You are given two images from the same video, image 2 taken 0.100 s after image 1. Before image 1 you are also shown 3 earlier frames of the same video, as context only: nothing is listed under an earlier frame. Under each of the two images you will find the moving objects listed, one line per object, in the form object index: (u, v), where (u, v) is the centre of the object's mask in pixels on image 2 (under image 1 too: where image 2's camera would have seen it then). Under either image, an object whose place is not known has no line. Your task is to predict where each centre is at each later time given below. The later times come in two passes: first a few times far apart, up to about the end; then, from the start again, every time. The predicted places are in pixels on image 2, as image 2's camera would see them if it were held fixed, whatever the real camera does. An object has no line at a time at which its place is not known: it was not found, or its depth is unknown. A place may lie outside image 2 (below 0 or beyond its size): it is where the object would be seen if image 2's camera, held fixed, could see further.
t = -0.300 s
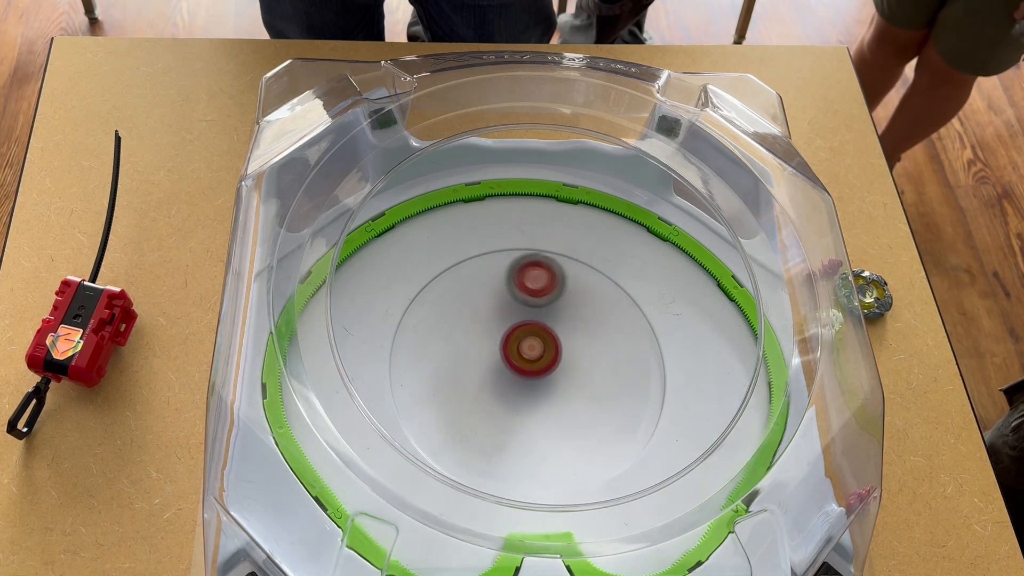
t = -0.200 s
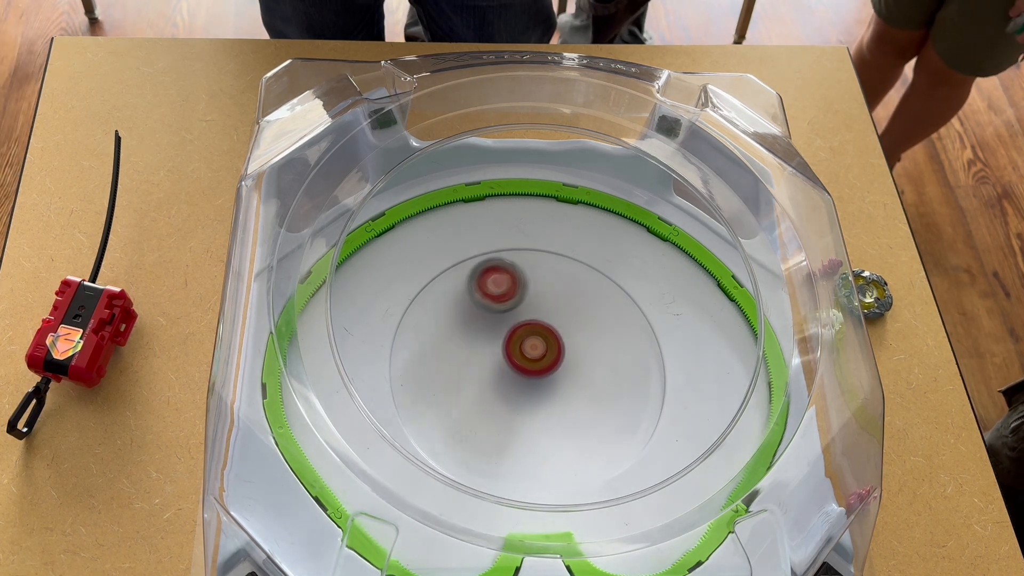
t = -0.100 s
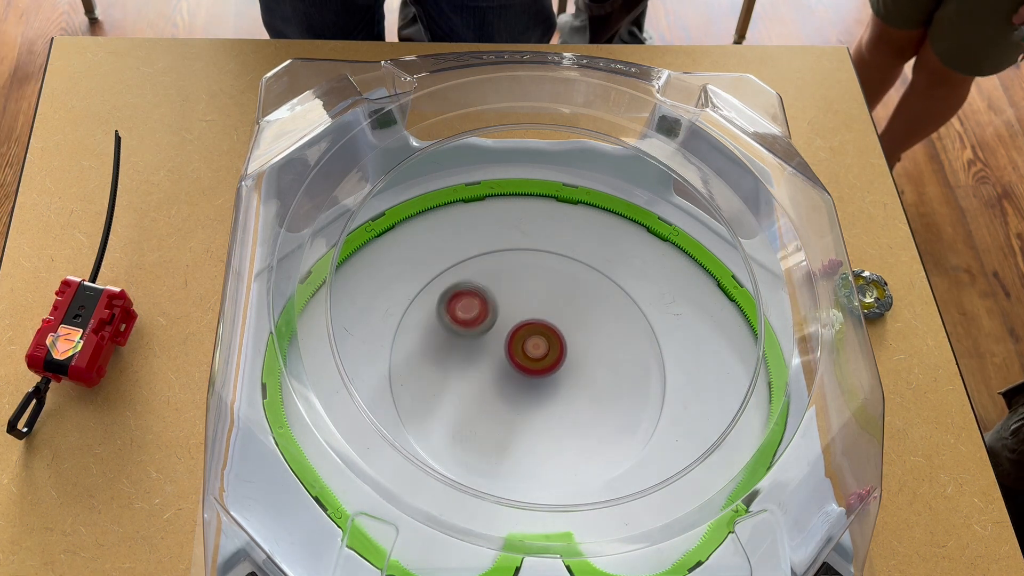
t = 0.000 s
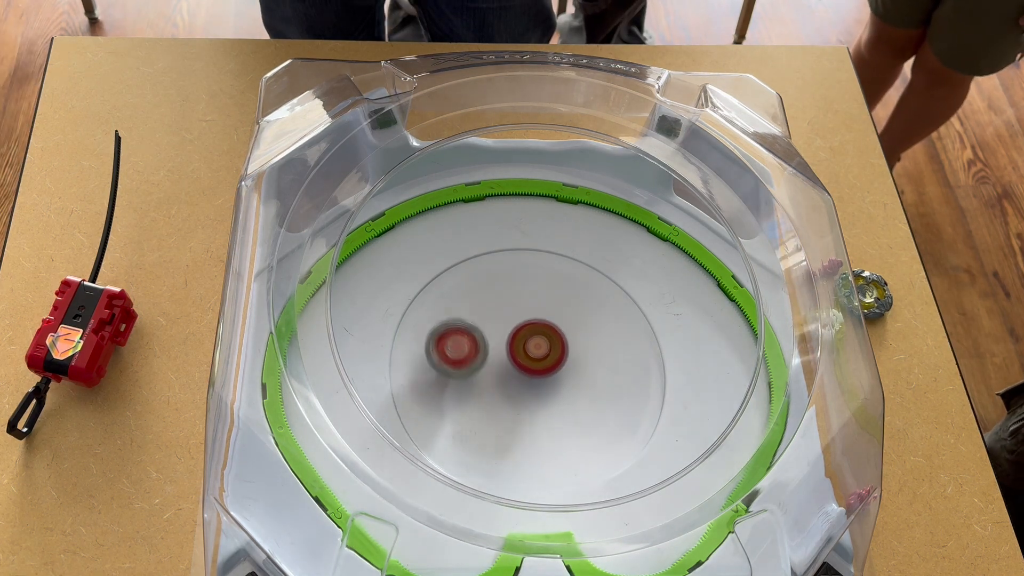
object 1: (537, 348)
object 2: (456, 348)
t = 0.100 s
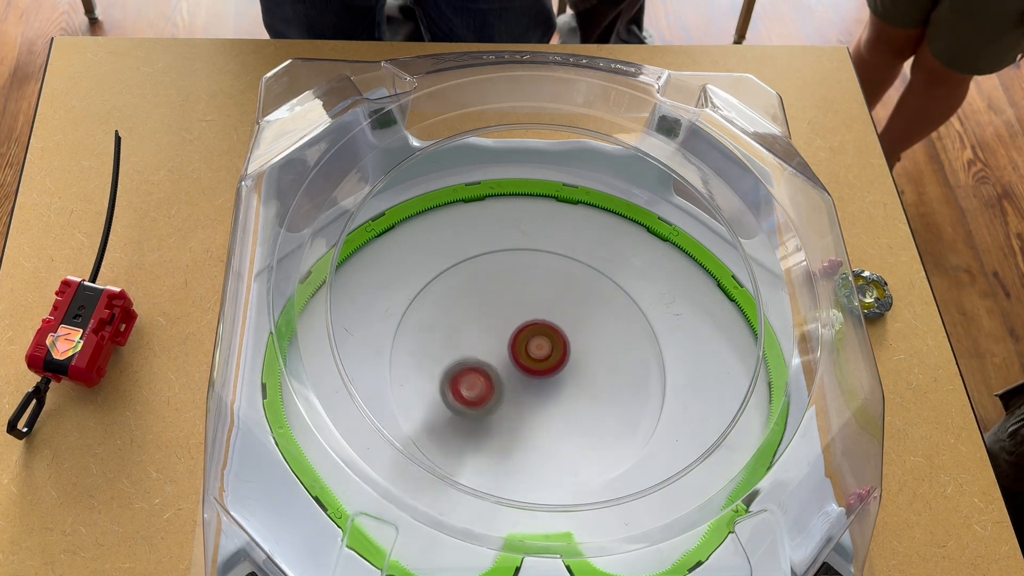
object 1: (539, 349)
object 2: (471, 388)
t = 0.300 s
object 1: (543, 351)
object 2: (550, 427)
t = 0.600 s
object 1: (546, 356)
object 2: (616, 348)
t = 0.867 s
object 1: (546, 360)
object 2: (529, 290)
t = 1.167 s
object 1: (541, 364)
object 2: (455, 364)
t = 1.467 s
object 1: (534, 367)
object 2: (551, 429)
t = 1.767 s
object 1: (529, 366)
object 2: (603, 332)
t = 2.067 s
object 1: (522, 361)
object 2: (511, 281)
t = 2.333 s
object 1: (538, 364)
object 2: (438, 352)
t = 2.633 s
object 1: (546, 351)
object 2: (503, 426)
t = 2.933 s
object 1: (536, 323)
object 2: (619, 398)
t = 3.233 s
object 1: (528, 334)
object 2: (604, 321)
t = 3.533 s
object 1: (422, 380)
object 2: (611, 295)
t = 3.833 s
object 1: (474, 427)
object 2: (551, 375)
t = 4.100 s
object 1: (490, 425)
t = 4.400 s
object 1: (508, 401)
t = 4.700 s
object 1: (484, 470)
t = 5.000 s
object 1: (572, 391)
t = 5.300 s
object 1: (565, 315)
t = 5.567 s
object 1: (547, 277)
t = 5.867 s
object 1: (535, 275)
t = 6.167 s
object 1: (530, 306)
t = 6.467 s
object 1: (529, 357)
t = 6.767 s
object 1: (531, 401)
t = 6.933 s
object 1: (532, 414)
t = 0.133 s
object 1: (540, 349)
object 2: (481, 400)
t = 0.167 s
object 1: (540, 349)
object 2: (492, 409)
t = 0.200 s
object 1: (541, 350)
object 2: (506, 417)
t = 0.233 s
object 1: (541, 350)
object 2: (521, 423)
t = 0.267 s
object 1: (542, 351)
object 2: (536, 427)
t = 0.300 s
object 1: (543, 351)
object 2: (550, 427)
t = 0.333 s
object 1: (543, 352)
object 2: (564, 426)
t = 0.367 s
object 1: (544, 352)
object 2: (577, 421)
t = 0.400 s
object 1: (544, 352)
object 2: (589, 415)
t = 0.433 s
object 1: (544, 353)
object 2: (599, 407)
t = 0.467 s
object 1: (545, 354)
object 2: (607, 397)
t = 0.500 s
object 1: (545, 354)
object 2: (613, 386)
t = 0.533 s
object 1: (545, 355)
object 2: (616, 373)
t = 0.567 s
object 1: (545, 355)
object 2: (617, 360)
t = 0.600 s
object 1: (546, 356)
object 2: (616, 348)
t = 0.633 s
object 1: (546, 356)
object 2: (611, 336)
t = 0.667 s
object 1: (546, 356)
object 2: (604, 324)
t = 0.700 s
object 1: (546, 357)
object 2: (595, 314)
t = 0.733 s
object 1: (546, 358)
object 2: (584, 304)
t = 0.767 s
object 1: (546, 358)
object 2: (571, 298)
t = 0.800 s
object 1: (546, 359)
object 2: (558, 293)
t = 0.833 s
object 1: (546, 360)
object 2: (544, 290)
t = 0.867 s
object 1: (546, 360)
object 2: (529, 290)
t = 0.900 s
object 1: (545, 361)
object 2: (516, 291)
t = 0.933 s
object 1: (545, 361)
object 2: (502, 296)
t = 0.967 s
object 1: (545, 362)
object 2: (490, 301)
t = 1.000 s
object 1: (544, 362)
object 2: (480, 308)
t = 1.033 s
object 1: (544, 362)
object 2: (471, 317)
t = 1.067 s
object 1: (543, 363)
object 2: (464, 328)
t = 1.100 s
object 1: (542, 363)
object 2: (459, 339)
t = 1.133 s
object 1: (542, 363)
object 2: (456, 351)
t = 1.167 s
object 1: (541, 364)
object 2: (455, 364)
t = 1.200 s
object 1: (540, 365)
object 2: (458, 375)
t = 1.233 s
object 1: (540, 365)
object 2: (462, 387)
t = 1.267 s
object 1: (539, 365)
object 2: (469, 398)
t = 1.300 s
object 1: (538, 365)
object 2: (479, 410)
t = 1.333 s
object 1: (537, 366)
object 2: (490, 418)
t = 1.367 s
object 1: (536, 366)
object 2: (504, 424)
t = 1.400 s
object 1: (536, 366)
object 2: (518, 429)
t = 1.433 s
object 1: (535, 367)
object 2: (535, 430)
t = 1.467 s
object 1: (534, 367)
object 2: (551, 429)
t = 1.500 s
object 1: (533, 367)
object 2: (565, 425)
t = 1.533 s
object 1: (533, 367)
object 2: (577, 417)
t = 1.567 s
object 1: (532, 367)
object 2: (588, 408)
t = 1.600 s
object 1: (531, 367)
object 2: (596, 396)
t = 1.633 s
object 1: (531, 367)
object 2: (602, 384)
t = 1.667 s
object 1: (530, 367)
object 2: (606, 372)
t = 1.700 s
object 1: (530, 366)
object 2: (607, 358)
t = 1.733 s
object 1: (529, 366)
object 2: (606, 345)
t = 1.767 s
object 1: (529, 366)
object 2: (603, 332)
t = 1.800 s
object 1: (528, 365)
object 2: (598, 321)
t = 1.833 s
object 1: (527, 365)
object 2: (591, 310)
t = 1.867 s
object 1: (526, 364)
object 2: (582, 301)
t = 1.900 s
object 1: (526, 364)
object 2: (572, 293)
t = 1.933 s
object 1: (525, 363)
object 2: (561, 287)
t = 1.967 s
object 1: (524, 363)
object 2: (548, 282)
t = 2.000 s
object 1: (524, 362)
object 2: (536, 279)
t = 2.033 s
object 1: (523, 362)
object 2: (524, 279)
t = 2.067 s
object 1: (522, 361)
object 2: (511, 281)
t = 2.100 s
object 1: (522, 361)
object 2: (499, 285)
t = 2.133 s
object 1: (522, 360)
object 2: (488, 292)
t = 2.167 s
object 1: (521, 359)
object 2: (478, 301)
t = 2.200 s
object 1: (521, 358)
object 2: (470, 311)
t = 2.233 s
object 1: (521, 358)
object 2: (464, 323)
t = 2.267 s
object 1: (523, 358)
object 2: (458, 334)
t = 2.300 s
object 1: (532, 362)
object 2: (445, 342)
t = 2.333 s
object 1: (538, 364)
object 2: (438, 352)
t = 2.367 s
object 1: (541, 364)
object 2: (434, 361)
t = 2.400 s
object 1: (542, 363)
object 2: (434, 372)
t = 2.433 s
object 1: (544, 362)
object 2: (437, 383)
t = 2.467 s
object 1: (544, 360)
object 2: (441, 393)
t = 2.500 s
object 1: (545, 358)
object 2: (448, 404)
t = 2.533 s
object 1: (546, 356)
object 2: (459, 413)
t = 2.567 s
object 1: (546, 355)
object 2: (471, 420)
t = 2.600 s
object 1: (546, 353)
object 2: (486, 425)
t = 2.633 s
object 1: (546, 351)
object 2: (503, 426)
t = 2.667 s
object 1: (546, 350)
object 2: (520, 425)
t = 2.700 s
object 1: (546, 349)
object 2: (537, 421)
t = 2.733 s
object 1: (545, 348)
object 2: (552, 415)
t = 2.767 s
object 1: (545, 347)
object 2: (566, 406)
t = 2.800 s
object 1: (543, 341)
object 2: (580, 405)
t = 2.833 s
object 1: (540, 332)
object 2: (593, 408)
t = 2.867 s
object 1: (539, 327)
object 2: (604, 407)
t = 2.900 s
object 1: (537, 324)
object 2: (613, 403)
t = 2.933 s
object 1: (536, 323)
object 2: (619, 398)
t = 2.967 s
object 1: (535, 323)
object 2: (624, 392)
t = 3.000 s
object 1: (533, 324)
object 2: (629, 385)
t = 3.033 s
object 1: (532, 325)
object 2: (634, 377)
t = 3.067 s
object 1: (531, 326)
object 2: (637, 367)
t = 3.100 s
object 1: (530, 328)
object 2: (637, 357)
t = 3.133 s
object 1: (529, 329)
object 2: (633, 346)
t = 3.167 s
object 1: (529, 331)
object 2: (626, 336)
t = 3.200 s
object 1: (528, 332)
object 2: (617, 327)
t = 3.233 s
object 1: (528, 334)
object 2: (604, 321)
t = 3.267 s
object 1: (528, 335)
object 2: (590, 316)
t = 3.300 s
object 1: (504, 339)
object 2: (605, 308)
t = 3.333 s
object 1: (477, 343)
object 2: (621, 301)
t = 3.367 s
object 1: (454, 346)
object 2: (632, 296)
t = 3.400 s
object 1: (438, 351)
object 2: (636, 292)
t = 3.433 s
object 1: (427, 356)
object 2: (632, 291)
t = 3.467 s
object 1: (422, 362)
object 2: (624, 292)
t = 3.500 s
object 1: (421, 371)
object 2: (618, 293)
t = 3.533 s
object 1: (422, 380)
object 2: (611, 295)
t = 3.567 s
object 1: (424, 389)
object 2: (603, 298)
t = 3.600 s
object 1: (427, 398)
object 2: (596, 303)
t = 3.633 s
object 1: (432, 405)
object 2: (589, 310)
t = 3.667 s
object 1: (437, 412)
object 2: (581, 319)
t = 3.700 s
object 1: (444, 418)
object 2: (574, 329)
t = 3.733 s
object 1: (451, 422)
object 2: (567, 341)
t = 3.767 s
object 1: (458, 425)
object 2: (562, 352)
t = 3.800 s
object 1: (466, 427)
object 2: (556, 364)
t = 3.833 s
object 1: (474, 427)
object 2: (551, 375)
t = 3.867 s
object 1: (481, 427)
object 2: (547, 386)
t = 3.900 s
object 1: (488, 426)
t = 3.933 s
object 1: (481, 430)
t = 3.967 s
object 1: (477, 431)
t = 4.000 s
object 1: (478, 431)
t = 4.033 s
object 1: (481, 429)
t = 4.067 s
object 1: (485, 428)
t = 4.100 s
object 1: (490, 425)
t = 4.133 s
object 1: (495, 423)
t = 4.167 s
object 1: (499, 421)
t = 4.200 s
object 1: (503, 418)
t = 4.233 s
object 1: (507, 414)
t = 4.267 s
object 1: (511, 411)
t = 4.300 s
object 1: (514, 406)
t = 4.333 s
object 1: (517, 401)
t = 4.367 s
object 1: (519, 397)
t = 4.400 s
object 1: (508, 401)
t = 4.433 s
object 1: (464, 430)
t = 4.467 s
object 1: (426, 450)
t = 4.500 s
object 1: (385, 476)
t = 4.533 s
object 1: (355, 497)
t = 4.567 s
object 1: (382, 491)
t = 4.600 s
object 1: (409, 492)
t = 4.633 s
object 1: (436, 483)
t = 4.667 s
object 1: (459, 479)
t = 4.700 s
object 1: (484, 470)
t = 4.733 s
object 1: (503, 467)
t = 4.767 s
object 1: (521, 460)
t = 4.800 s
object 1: (537, 452)
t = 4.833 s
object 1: (550, 442)
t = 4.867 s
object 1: (559, 431)
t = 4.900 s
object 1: (566, 420)
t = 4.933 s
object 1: (569, 410)
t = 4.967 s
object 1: (571, 401)
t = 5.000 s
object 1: (572, 391)
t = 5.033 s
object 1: (572, 382)
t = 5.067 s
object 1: (572, 373)
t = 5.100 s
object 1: (572, 364)
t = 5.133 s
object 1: (571, 355)
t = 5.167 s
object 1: (570, 346)
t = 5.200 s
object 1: (569, 338)
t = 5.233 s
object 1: (568, 330)
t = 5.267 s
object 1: (567, 322)
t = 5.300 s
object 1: (565, 315)
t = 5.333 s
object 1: (563, 308)
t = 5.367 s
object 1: (561, 301)
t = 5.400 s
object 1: (558, 295)
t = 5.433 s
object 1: (556, 290)
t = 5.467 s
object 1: (554, 286)
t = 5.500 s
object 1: (551, 282)
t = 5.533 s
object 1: (549, 279)
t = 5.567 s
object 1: (547, 277)
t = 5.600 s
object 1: (545, 275)
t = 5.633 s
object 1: (543, 273)
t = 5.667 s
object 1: (541, 273)
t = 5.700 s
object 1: (539, 272)
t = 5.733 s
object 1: (538, 273)
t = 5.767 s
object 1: (537, 273)
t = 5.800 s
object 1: (537, 274)
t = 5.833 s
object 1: (536, 274)
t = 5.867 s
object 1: (535, 275)
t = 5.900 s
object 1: (534, 276)
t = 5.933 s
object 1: (534, 279)
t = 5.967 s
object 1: (533, 281)
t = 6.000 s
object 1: (532, 285)
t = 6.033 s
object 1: (532, 288)
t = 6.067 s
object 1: (531, 292)
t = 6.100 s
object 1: (531, 296)
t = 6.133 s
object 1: (530, 301)
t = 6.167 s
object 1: (530, 306)
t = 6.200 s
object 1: (530, 310)
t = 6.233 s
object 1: (529, 316)
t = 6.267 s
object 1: (529, 321)
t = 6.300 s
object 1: (529, 326)
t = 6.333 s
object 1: (529, 332)
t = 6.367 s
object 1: (529, 339)
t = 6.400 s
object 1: (529, 345)
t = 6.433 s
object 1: (529, 351)
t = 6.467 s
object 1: (529, 357)
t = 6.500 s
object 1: (529, 363)
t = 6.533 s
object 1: (529, 369)
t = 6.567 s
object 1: (530, 374)
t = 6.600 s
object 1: (530, 380)
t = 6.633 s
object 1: (531, 385)
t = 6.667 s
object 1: (531, 390)
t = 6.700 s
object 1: (531, 394)
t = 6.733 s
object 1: (531, 398)
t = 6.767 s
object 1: (531, 401)
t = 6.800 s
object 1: (532, 404)
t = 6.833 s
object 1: (532, 407)
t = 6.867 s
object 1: (532, 410)
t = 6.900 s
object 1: (532, 412)
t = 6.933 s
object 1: (532, 414)
